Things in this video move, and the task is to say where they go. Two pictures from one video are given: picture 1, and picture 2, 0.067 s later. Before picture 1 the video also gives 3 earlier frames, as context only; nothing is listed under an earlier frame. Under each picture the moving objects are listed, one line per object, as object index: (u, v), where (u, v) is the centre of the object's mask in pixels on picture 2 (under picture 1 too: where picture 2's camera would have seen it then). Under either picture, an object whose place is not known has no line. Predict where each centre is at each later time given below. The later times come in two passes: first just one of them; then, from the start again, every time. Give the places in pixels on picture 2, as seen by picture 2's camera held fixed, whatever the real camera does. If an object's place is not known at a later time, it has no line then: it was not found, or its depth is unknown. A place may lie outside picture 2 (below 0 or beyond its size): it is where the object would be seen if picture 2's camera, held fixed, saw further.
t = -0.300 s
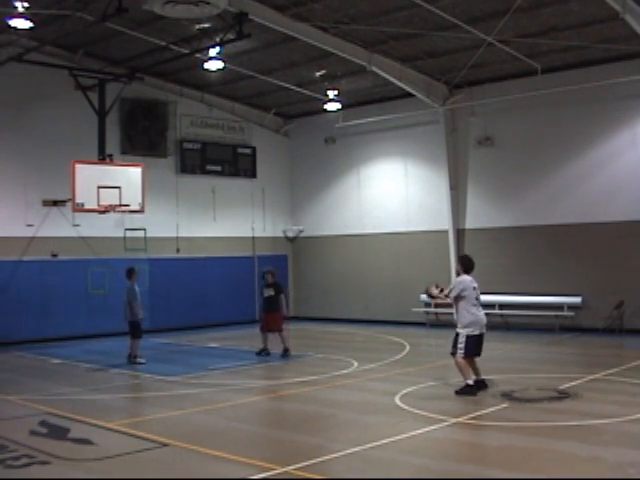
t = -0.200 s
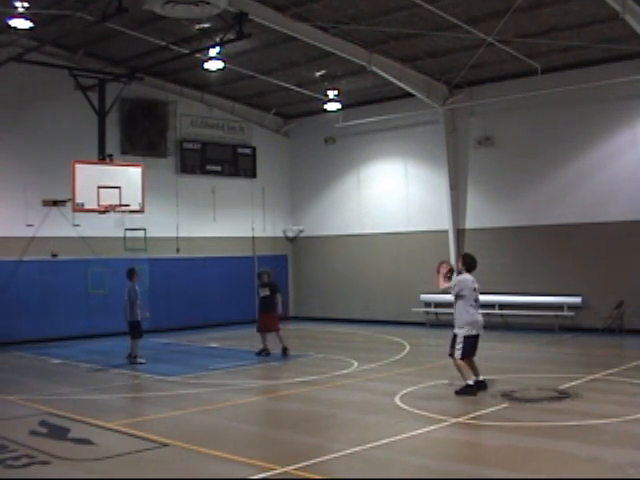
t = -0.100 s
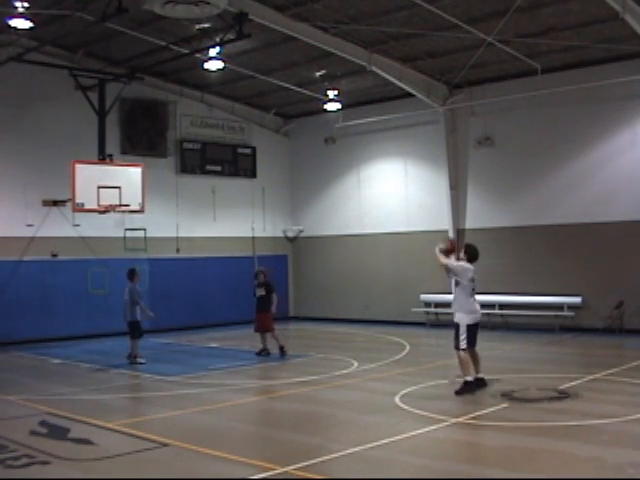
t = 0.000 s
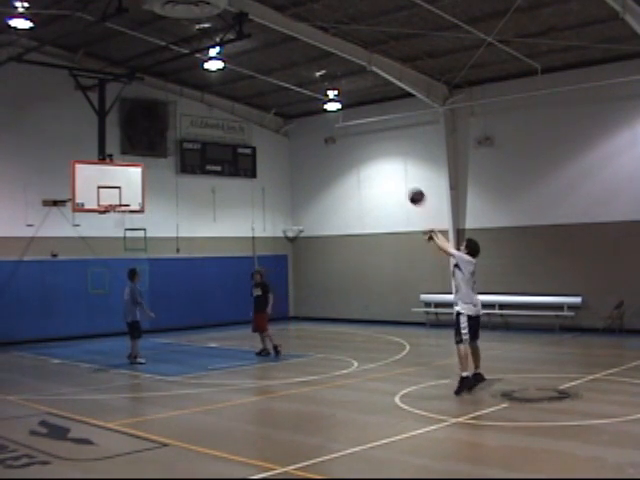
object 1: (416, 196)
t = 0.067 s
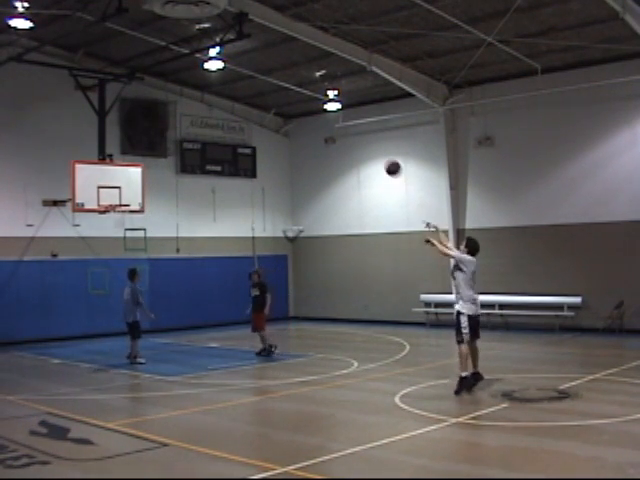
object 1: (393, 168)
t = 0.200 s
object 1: (349, 125)
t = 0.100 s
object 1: (381, 155)
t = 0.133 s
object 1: (370, 144)
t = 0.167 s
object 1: (359, 134)
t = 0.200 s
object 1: (349, 125)
